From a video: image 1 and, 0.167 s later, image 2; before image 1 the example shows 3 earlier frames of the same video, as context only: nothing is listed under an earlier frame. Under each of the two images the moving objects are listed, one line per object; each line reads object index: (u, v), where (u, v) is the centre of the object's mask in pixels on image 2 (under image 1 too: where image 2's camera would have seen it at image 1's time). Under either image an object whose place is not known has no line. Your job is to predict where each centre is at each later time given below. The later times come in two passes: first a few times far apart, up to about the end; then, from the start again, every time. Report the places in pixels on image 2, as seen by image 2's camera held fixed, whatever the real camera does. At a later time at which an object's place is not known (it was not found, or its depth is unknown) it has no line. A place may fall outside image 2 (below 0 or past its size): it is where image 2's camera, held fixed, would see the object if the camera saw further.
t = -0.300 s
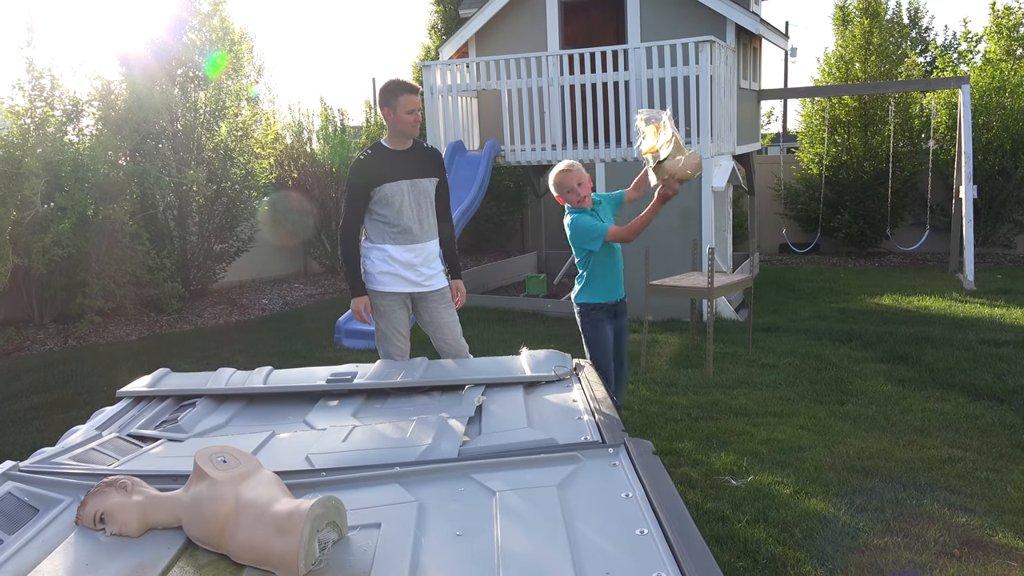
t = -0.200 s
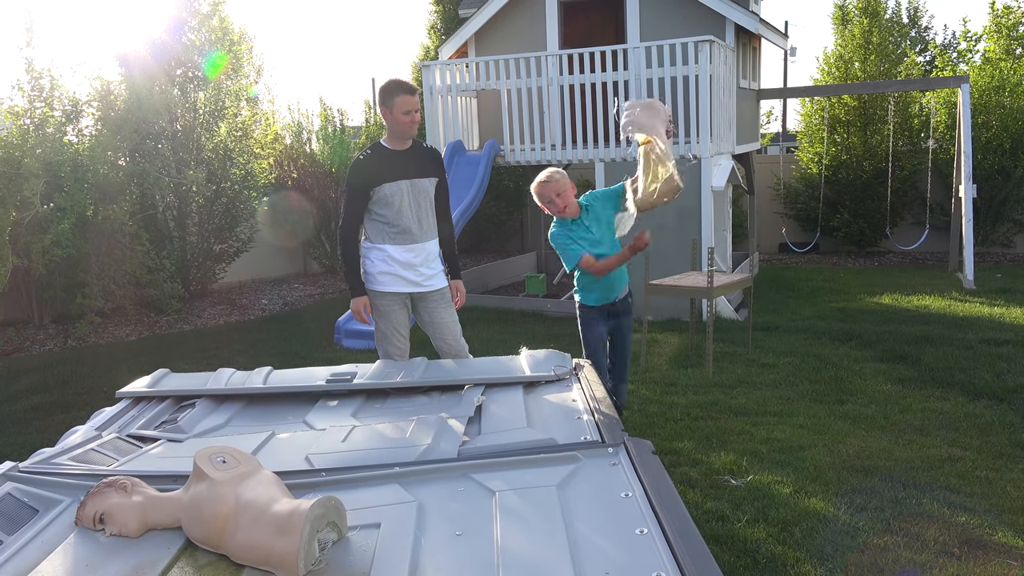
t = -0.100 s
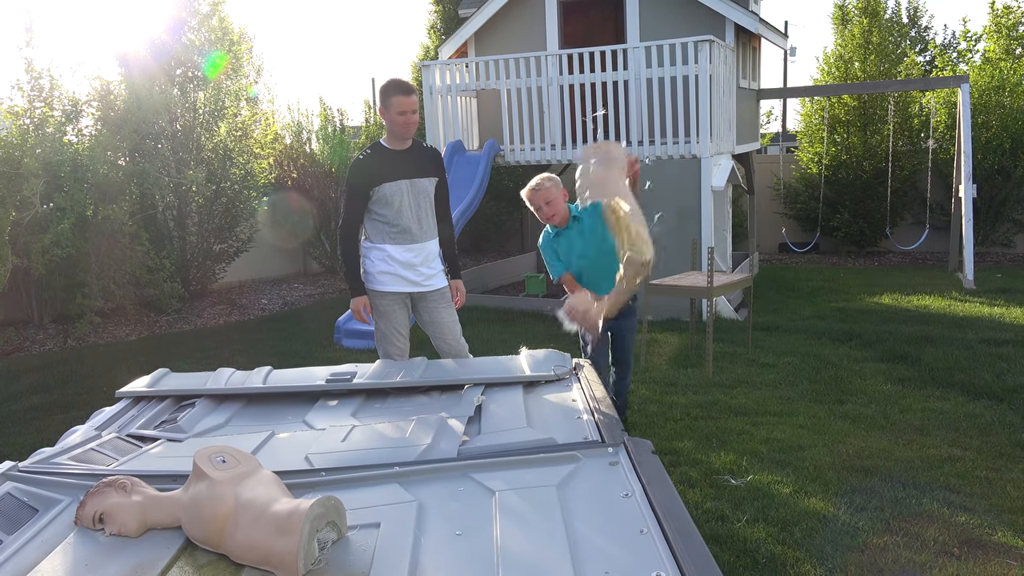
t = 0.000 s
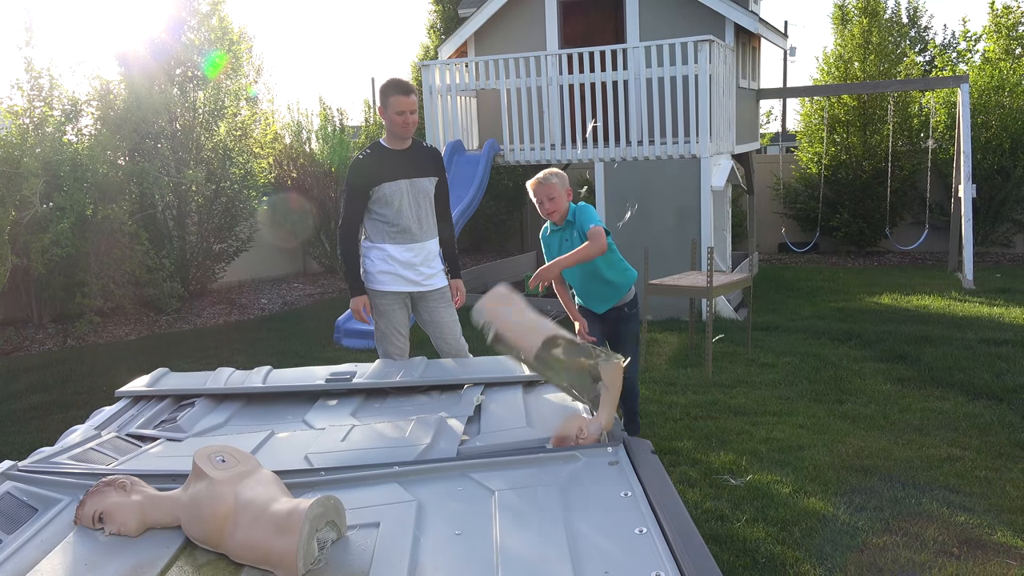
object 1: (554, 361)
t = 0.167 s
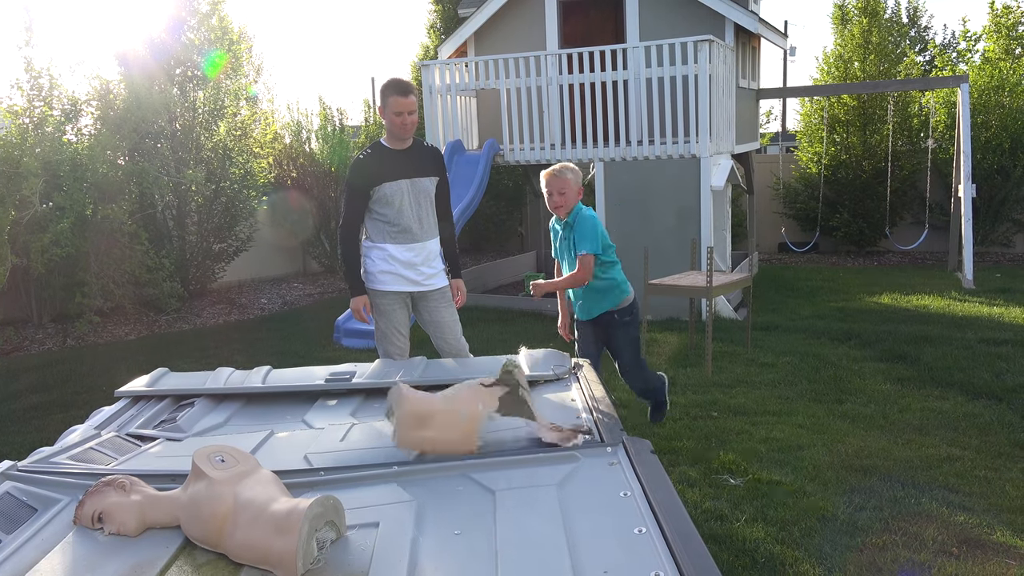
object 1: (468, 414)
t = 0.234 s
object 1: (456, 409)
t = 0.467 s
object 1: (422, 412)
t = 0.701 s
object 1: (392, 402)
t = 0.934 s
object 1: (387, 400)
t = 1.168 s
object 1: (374, 396)
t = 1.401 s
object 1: (373, 398)
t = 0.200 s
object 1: (462, 410)
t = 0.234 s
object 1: (456, 409)
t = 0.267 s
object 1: (446, 415)
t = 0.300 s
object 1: (439, 420)
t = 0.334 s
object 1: (434, 421)
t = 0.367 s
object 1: (431, 420)
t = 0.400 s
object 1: (428, 418)
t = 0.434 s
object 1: (426, 414)
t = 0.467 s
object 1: (422, 412)
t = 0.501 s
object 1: (419, 408)
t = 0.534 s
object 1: (416, 405)
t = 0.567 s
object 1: (410, 405)
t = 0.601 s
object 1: (404, 404)
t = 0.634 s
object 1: (400, 402)
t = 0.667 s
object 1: (396, 402)
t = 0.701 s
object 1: (392, 402)
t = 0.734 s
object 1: (387, 406)
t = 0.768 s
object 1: (386, 406)
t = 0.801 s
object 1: (385, 406)
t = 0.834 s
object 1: (387, 406)
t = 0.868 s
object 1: (388, 403)
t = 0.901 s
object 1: (387, 401)
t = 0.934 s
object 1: (387, 400)
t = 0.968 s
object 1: (388, 399)
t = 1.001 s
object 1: (383, 399)
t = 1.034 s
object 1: (380, 399)
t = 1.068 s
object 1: (377, 398)
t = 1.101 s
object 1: (374, 397)
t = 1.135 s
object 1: (374, 396)
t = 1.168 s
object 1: (374, 396)
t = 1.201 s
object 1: (374, 398)
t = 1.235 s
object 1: (374, 398)
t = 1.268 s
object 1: (373, 397)
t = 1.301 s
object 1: (373, 396)
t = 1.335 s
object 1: (372, 397)
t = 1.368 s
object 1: (373, 398)
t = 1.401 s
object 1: (373, 398)
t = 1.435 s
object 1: (373, 398)
